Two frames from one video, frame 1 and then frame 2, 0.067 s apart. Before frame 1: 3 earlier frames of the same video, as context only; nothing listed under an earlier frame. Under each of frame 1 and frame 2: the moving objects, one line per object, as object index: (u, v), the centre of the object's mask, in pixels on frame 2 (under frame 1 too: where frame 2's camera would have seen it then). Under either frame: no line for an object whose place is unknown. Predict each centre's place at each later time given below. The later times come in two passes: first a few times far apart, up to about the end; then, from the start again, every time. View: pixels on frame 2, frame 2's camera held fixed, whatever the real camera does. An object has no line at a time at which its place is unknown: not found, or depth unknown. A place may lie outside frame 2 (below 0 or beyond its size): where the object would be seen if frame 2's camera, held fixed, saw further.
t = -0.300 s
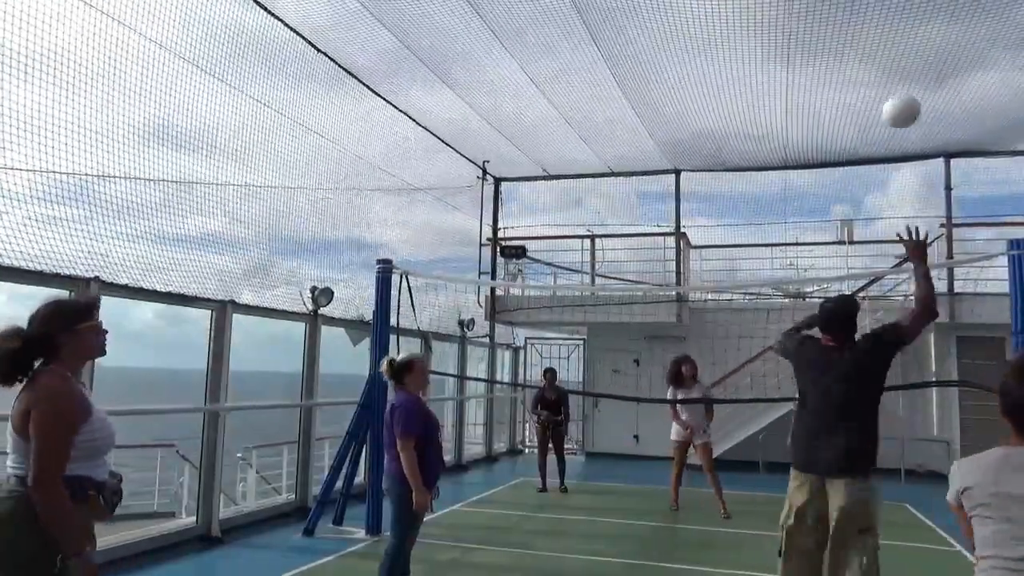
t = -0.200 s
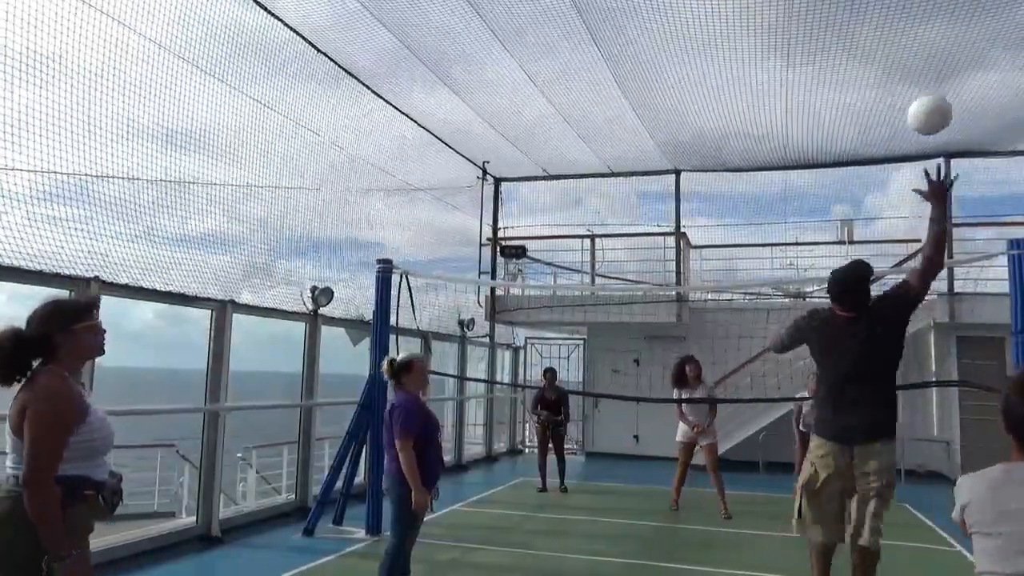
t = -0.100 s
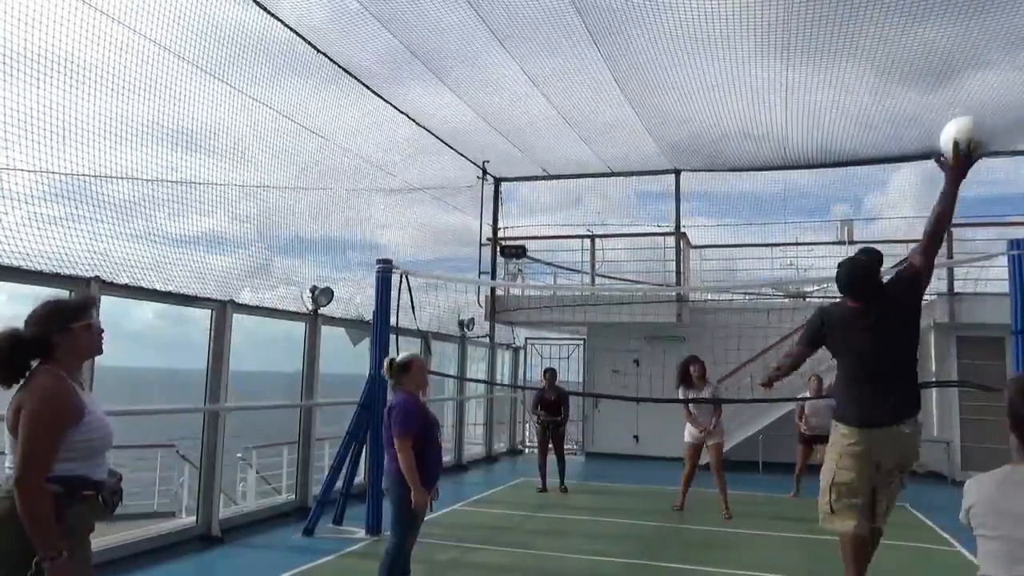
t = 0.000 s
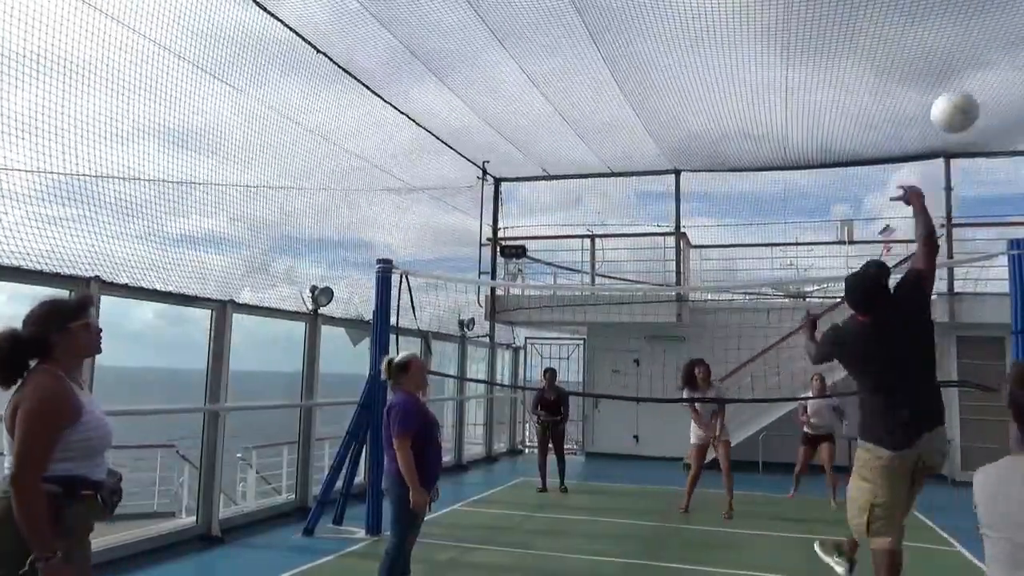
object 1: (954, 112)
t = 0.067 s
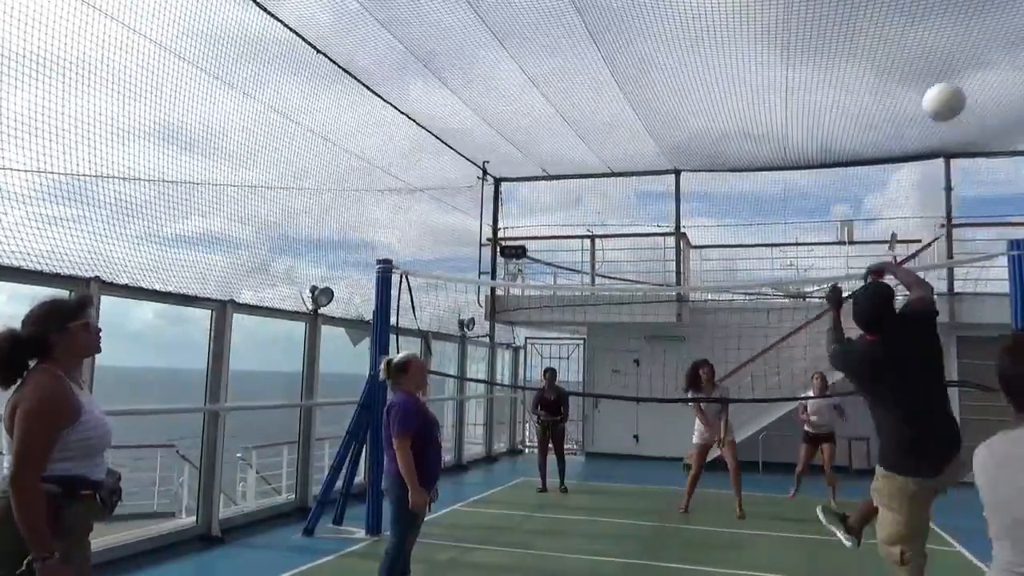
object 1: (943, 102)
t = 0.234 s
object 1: (926, 108)
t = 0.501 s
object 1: (914, 176)
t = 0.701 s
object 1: (908, 257)
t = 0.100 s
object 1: (939, 99)
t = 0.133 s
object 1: (936, 99)
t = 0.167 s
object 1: (932, 101)
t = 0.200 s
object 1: (929, 103)
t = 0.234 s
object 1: (926, 108)
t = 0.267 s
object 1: (923, 114)
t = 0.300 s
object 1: (922, 121)
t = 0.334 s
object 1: (920, 129)
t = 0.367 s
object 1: (918, 138)
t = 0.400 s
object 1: (918, 146)
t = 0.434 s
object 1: (915, 157)
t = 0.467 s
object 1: (915, 166)
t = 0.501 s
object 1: (914, 176)
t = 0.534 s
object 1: (913, 189)
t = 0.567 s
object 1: (912, 202)
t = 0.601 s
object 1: (911, 215)
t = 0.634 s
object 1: (910, 229)
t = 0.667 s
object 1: (911, 243)
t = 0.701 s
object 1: (908, 257)
